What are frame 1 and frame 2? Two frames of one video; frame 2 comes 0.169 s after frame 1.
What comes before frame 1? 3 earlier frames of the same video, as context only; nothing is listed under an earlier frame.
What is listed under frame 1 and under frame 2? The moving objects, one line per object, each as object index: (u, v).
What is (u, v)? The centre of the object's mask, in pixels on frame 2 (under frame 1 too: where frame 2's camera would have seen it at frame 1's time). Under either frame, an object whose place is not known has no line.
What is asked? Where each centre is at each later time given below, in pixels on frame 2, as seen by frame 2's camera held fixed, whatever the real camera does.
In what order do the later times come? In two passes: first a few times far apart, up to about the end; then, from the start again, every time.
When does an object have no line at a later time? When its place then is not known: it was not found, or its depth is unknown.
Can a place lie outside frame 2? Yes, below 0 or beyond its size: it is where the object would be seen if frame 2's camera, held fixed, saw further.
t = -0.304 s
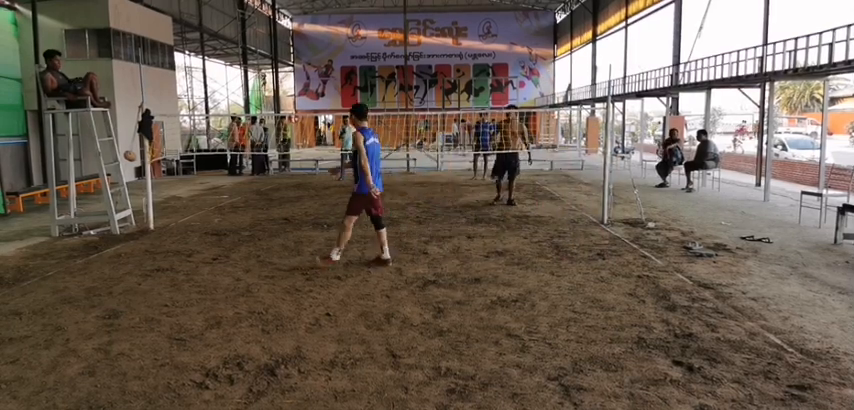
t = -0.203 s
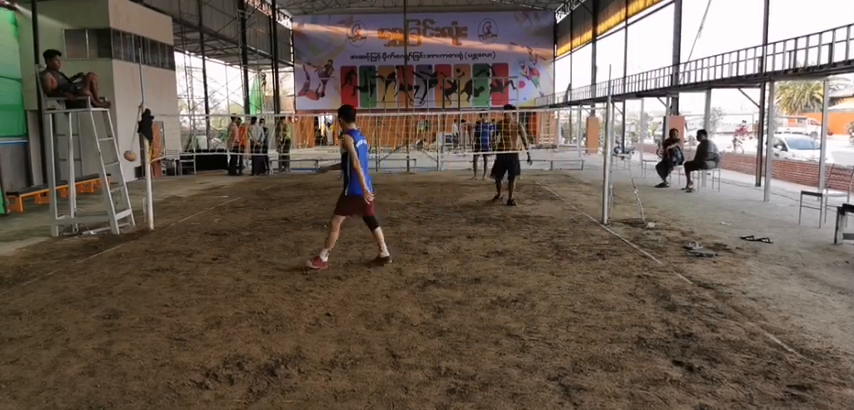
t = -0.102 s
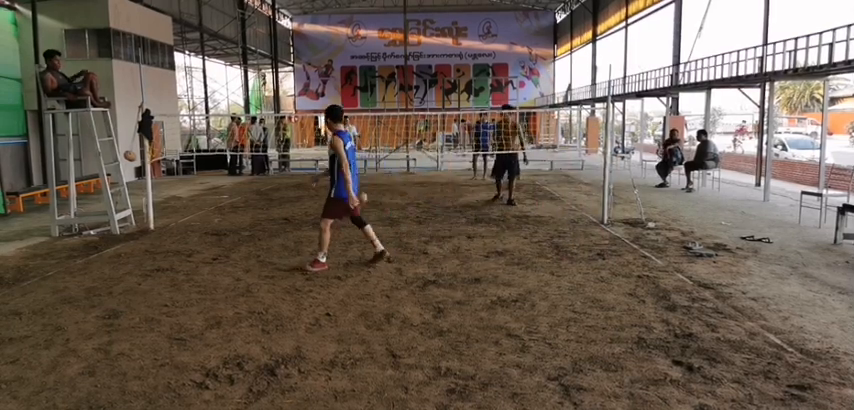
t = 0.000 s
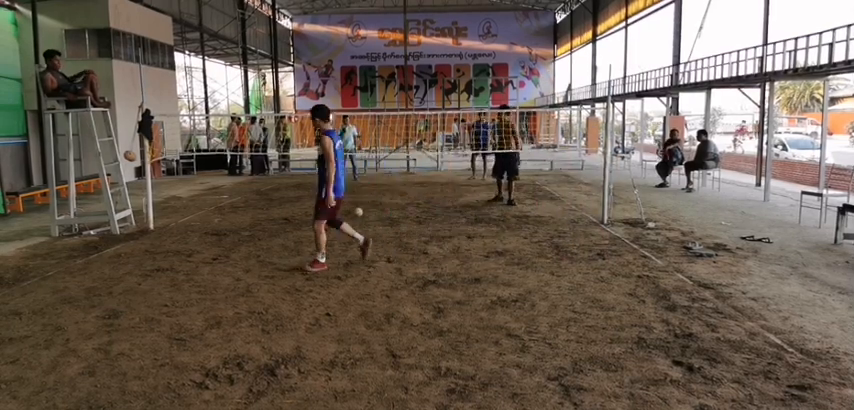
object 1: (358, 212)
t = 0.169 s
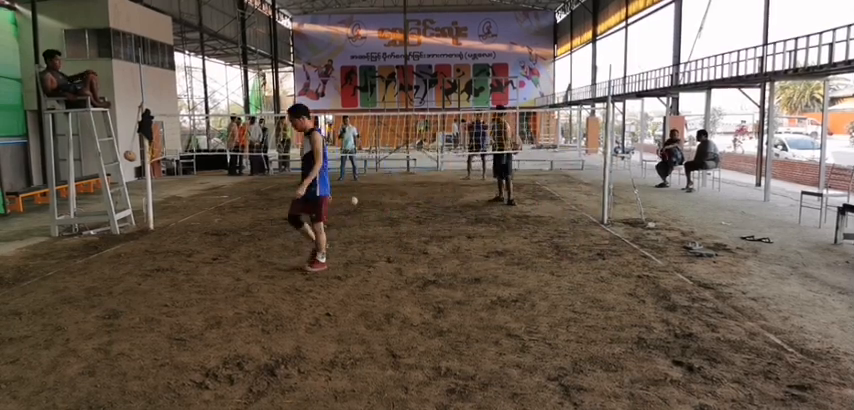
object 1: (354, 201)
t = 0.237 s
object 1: (352, 201)
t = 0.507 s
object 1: (344, 206)
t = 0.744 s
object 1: (338, 205)
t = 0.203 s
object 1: (353, 201)
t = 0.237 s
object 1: (352, 201)
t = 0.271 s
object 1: (351, 202)
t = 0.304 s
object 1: (350, 203)
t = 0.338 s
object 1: (350, 206)
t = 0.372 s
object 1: (349, 208)
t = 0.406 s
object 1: (348, 207)
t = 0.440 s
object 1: (346, 206)
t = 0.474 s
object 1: (345, 206)
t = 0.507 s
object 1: (344, 206)
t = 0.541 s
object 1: (343, 207)
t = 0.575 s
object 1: (342, 206)
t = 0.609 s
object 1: (341, 205)
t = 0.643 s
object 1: (341, 205)
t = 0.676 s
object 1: (340, 205)
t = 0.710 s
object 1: (340, 204)
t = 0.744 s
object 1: (338, 205)
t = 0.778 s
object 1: (338, 204)
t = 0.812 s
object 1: (337, 204)
